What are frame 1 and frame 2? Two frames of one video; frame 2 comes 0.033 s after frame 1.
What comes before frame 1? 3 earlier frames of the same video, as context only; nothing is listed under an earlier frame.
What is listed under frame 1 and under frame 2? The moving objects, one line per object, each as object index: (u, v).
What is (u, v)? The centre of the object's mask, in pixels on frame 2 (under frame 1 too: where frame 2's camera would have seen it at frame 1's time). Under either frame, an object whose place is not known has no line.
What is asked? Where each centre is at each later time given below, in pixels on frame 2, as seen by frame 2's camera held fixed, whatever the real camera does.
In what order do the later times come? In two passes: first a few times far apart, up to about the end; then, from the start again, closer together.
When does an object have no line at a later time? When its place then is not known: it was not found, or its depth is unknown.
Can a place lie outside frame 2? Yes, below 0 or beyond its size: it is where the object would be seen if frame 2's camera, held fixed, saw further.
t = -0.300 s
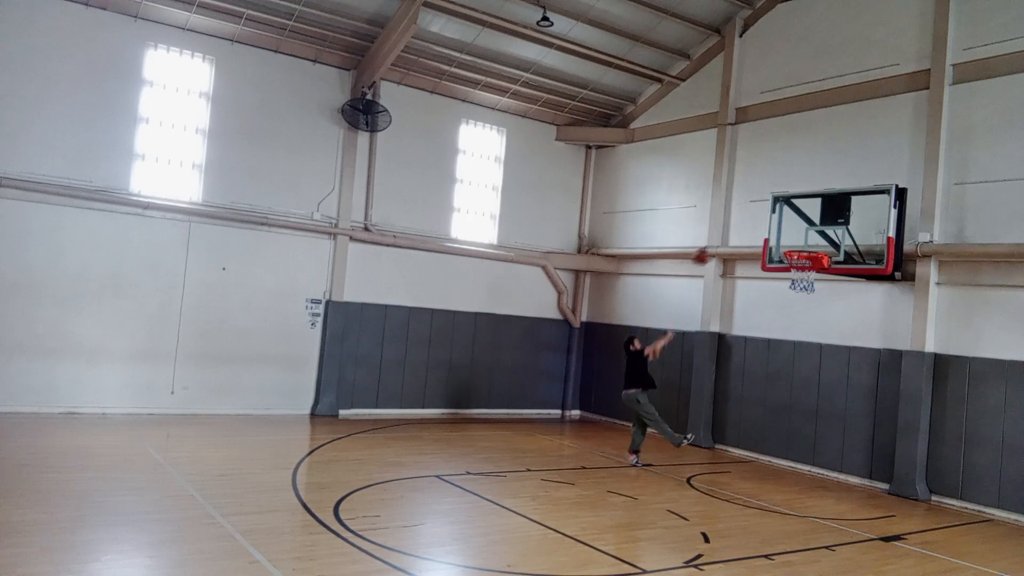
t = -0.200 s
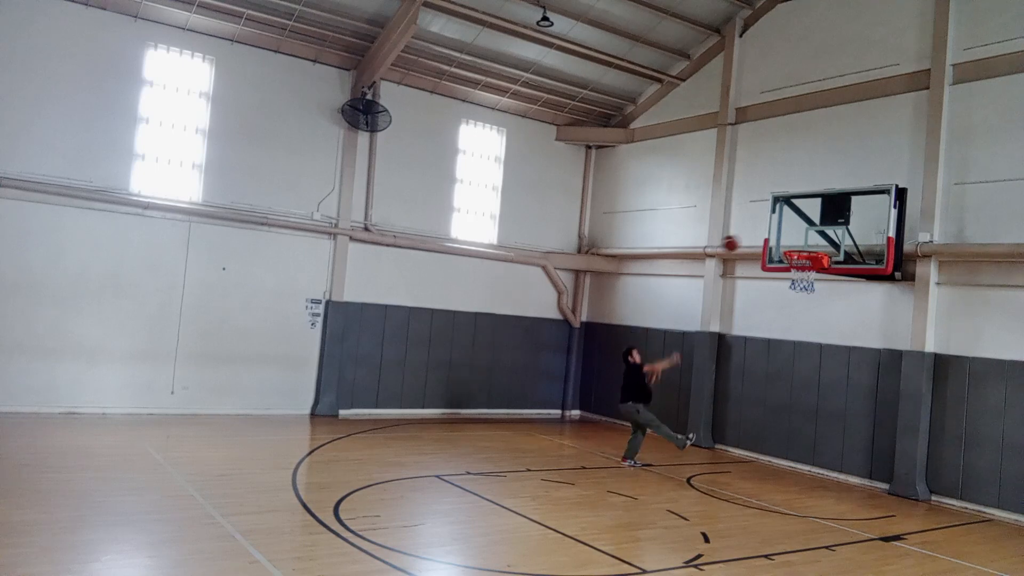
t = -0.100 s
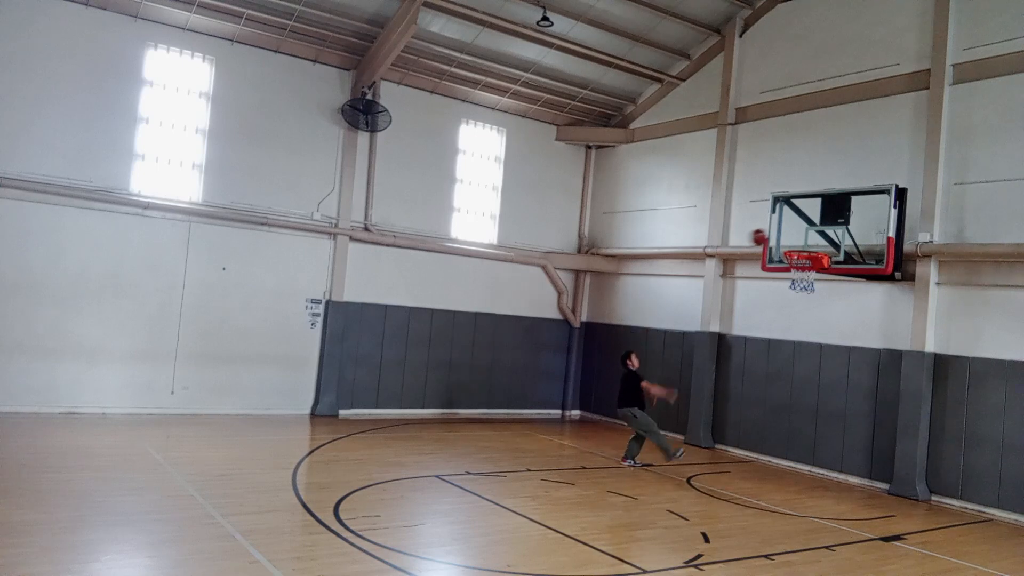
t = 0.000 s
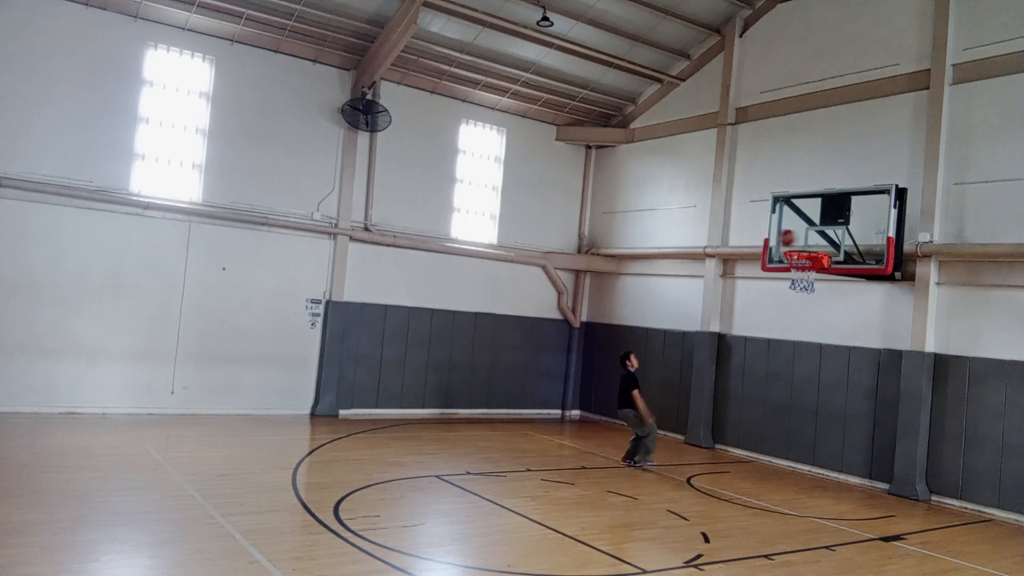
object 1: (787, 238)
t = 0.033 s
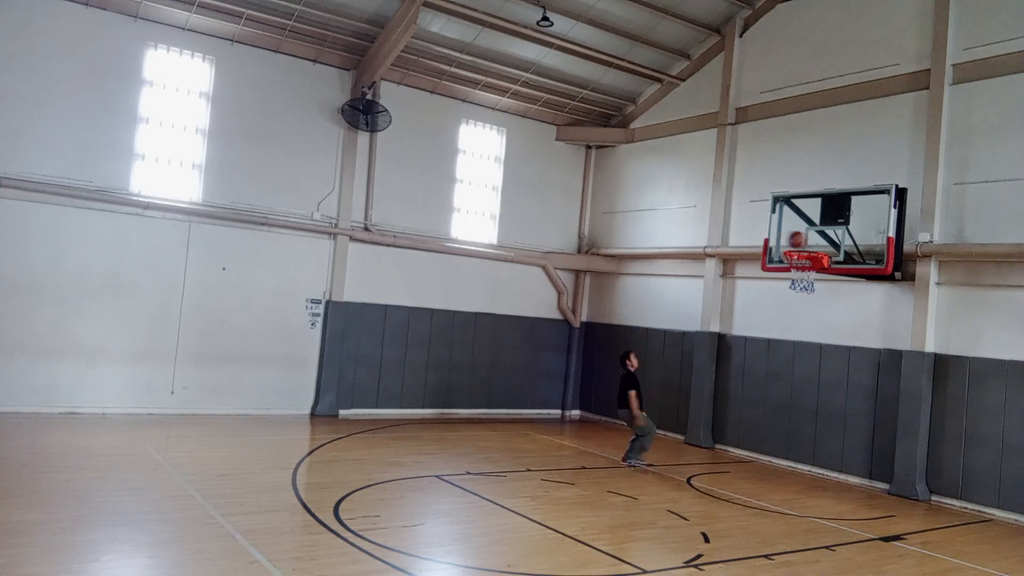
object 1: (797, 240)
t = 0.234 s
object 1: (801, 261)
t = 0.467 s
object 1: (798, 270)
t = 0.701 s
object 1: (794, 303)
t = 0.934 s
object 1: (789, 373)
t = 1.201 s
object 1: (780, 465)
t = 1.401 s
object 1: (783, 402)
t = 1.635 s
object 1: (783, 368)
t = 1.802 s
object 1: (781, 367)
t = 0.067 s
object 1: (799, 241)
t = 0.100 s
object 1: (800, 242)
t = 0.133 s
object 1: (801, 244)
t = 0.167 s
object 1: (802, 245)
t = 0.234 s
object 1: (801, 261)
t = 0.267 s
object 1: (802, 263)
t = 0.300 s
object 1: (805, 265)
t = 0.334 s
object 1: (801, 267)
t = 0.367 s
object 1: (801, 267)
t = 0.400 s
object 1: (800, 267)
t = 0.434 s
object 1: (799, 267)
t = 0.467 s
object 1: (798, 270)
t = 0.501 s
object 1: (798, 278)
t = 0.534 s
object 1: (798, 280)
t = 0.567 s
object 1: (796, 283)
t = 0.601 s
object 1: (794, 288)
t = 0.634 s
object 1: (794, 292)
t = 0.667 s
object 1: (794, 297)
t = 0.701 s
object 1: (794, 303)
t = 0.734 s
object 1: (793, 310)
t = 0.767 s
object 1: (792, 319)
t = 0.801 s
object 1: (792, 328)
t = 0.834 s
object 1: (791, 339)
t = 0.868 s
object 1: (790, 350)
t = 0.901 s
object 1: (790, 361)
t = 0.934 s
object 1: (789, 373)
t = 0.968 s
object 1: (788, 387)
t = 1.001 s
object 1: (787, 402)
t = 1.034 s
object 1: (786, 417)
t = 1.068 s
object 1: (785, 431)
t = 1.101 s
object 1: (784, 447)
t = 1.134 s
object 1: (781, 466)
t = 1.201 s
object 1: (780, 465)
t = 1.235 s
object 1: (781, 451)
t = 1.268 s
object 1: (782, 440)
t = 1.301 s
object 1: (782, 430)
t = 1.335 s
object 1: (783, 419)
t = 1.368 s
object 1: (783, 410)
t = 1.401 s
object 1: (783, 402)
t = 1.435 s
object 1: (783, 395)
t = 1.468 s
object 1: (783, 388)
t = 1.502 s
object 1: (783, 383)
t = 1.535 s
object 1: (783, 378)
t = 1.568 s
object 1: (783, 374)
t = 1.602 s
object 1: (783, 371)
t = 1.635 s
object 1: (783, 368)
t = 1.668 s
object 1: (783, 366)
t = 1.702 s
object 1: (782, 365)
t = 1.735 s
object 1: (782, 365)
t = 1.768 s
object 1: (782, 366)
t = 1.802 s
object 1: (781, 367)
